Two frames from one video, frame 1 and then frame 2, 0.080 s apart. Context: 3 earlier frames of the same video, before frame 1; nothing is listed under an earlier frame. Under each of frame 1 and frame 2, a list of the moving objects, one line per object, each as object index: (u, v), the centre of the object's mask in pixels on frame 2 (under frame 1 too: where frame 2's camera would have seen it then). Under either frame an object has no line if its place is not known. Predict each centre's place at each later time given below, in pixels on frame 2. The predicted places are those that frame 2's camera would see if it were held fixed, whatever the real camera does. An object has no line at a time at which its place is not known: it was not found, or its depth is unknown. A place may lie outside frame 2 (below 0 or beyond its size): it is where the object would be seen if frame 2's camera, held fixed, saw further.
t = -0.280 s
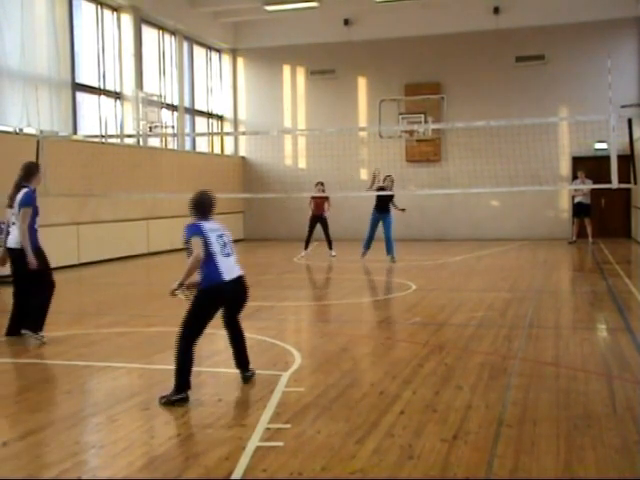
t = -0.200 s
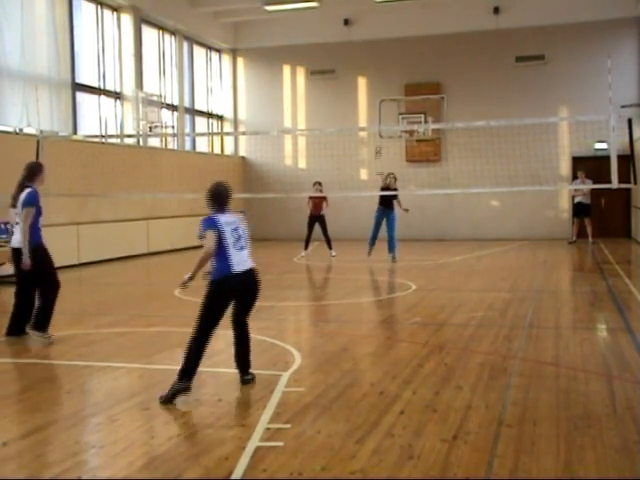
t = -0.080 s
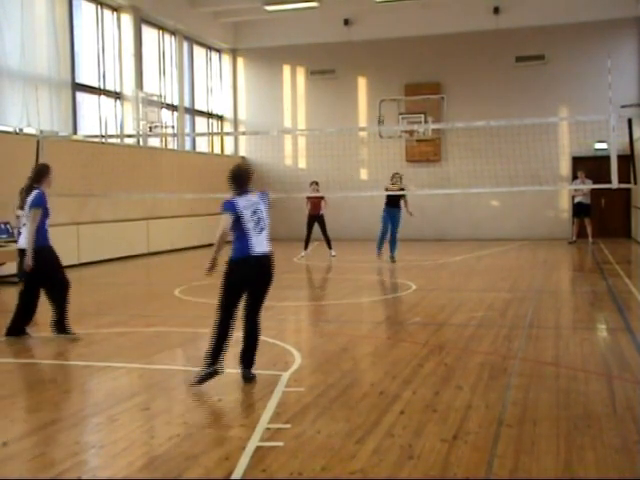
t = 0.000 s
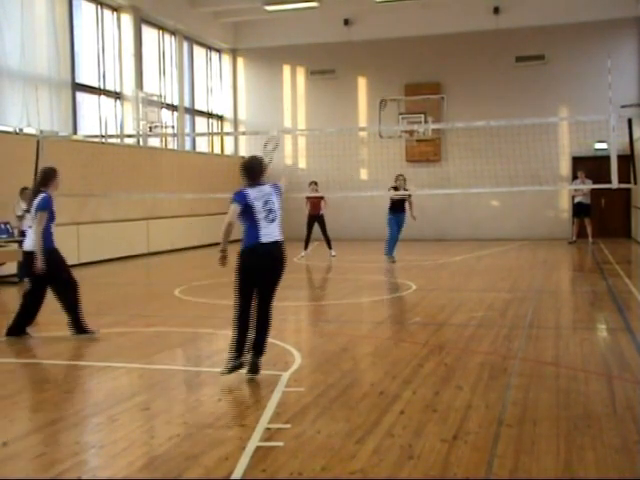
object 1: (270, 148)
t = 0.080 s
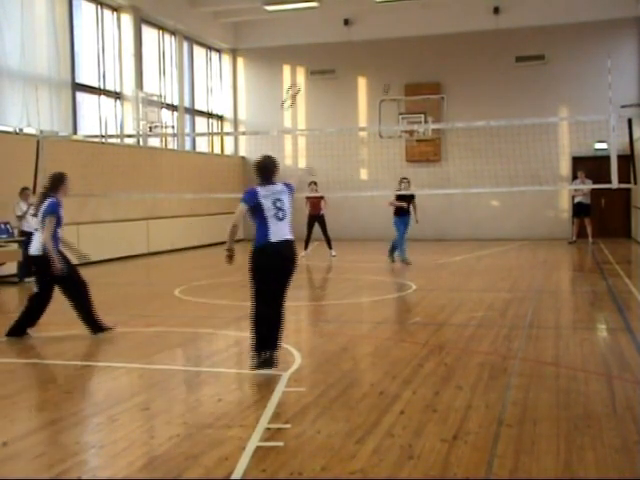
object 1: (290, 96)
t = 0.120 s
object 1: (300, 75)
